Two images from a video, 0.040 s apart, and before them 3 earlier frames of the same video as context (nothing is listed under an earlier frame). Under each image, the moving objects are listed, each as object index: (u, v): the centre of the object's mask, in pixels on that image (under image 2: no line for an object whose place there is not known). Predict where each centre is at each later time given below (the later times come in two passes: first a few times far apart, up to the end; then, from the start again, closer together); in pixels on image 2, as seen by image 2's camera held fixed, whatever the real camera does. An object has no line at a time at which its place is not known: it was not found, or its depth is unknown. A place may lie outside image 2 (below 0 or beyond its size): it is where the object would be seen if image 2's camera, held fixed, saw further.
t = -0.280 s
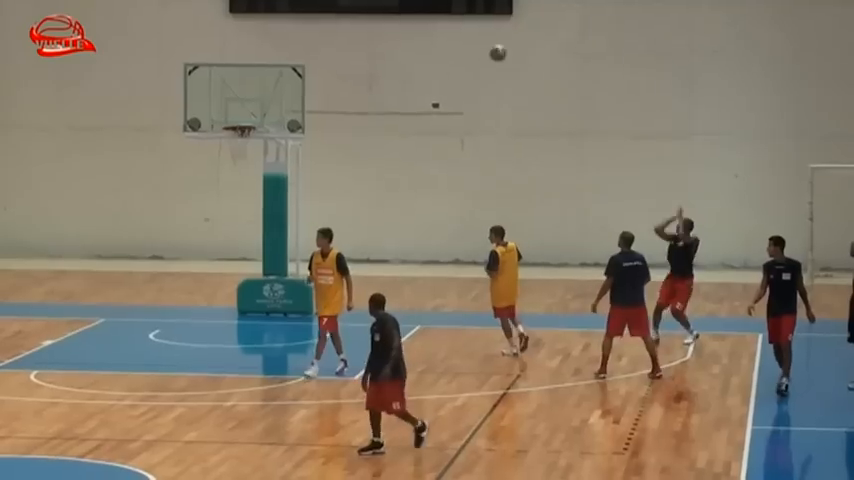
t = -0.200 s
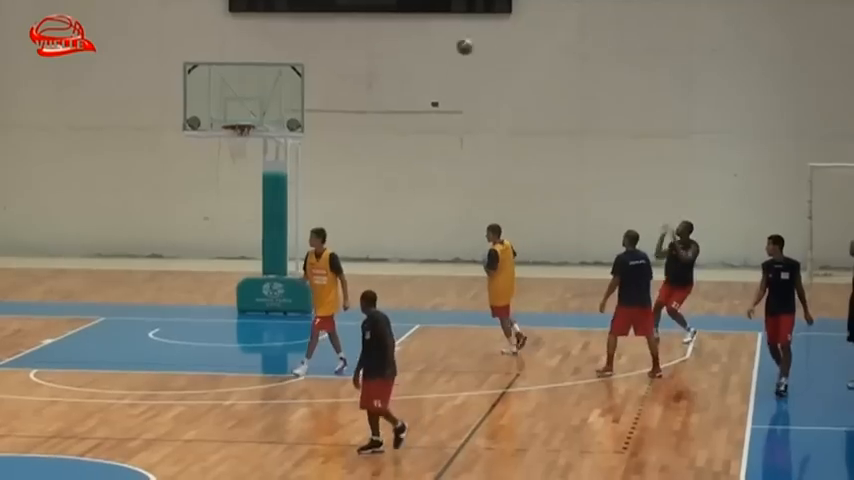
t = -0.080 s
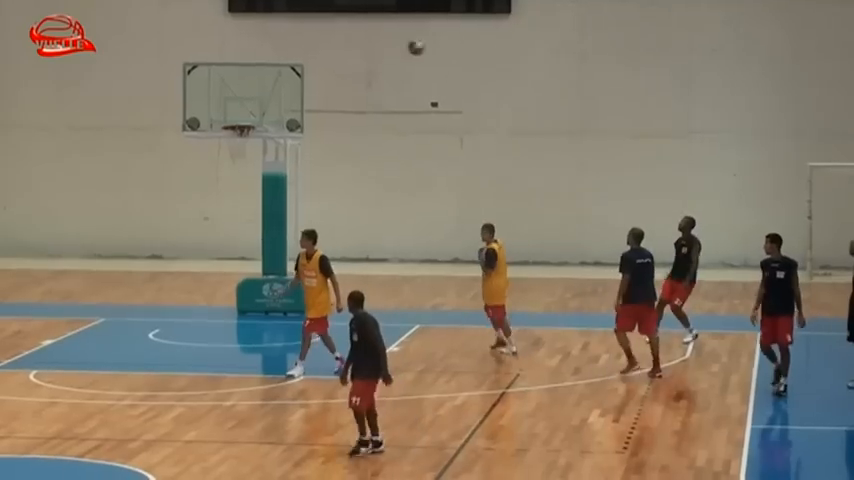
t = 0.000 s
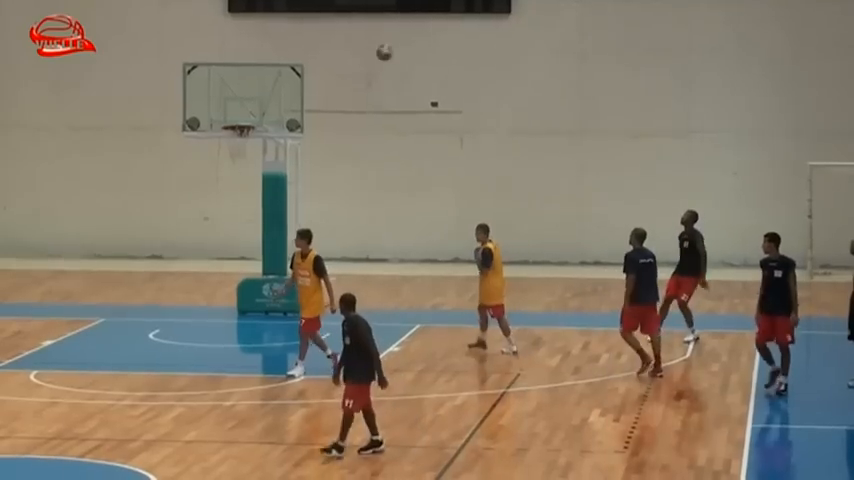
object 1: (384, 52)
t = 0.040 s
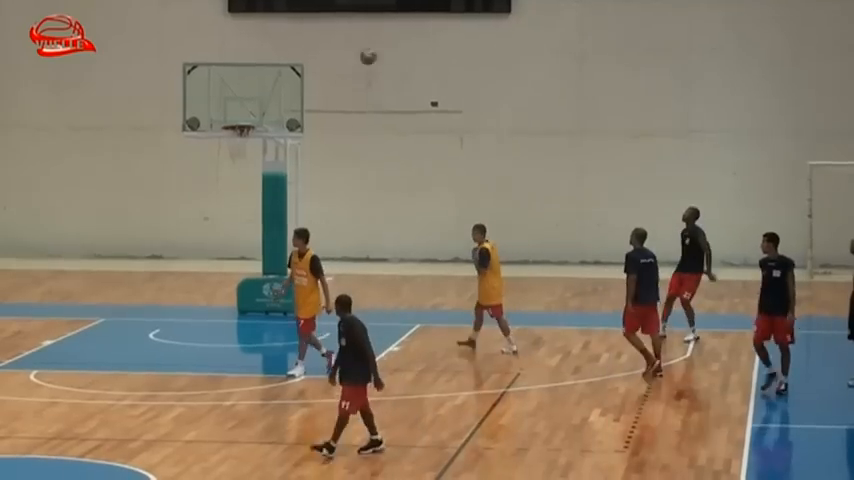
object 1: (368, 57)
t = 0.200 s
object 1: (304, 86)
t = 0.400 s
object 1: (252, 99)
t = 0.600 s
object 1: (245, 53)
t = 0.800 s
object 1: (238, 32)
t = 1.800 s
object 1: (218, 150)
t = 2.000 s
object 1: (219, 225)
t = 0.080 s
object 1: (352, 64)
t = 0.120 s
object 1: (336, 69)
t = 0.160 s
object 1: (321, 77)
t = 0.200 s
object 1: (304, 86)
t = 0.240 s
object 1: (290, 95)
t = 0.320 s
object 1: (259, 116)
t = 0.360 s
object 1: (253, 112)
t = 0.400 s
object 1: (252, 99)
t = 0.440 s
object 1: (251, 88)
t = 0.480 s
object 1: (250, 77)
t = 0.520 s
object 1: (249, 68)
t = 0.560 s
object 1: (248, 59)
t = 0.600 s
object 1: (245, 53)
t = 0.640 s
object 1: (243, 47)
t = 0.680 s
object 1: (242, 40)
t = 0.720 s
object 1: (241, 36)
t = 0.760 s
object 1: (240, 33)
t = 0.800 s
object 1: (238, 32)
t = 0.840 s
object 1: (237, 30)
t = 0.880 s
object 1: (236, 29)
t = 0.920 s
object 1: (234, 31)
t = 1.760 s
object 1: (218, 141)
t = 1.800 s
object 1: (218, 150)
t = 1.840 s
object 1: (218, 163)
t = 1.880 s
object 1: (218, 177)
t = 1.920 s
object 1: (218, 192)
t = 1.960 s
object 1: (218, 208)
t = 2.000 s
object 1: (219, 225)
